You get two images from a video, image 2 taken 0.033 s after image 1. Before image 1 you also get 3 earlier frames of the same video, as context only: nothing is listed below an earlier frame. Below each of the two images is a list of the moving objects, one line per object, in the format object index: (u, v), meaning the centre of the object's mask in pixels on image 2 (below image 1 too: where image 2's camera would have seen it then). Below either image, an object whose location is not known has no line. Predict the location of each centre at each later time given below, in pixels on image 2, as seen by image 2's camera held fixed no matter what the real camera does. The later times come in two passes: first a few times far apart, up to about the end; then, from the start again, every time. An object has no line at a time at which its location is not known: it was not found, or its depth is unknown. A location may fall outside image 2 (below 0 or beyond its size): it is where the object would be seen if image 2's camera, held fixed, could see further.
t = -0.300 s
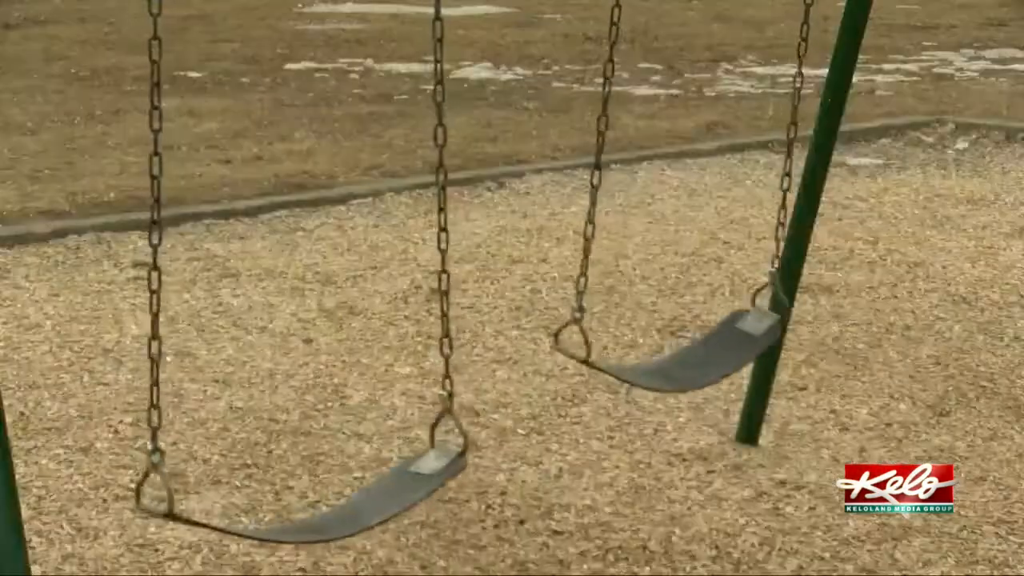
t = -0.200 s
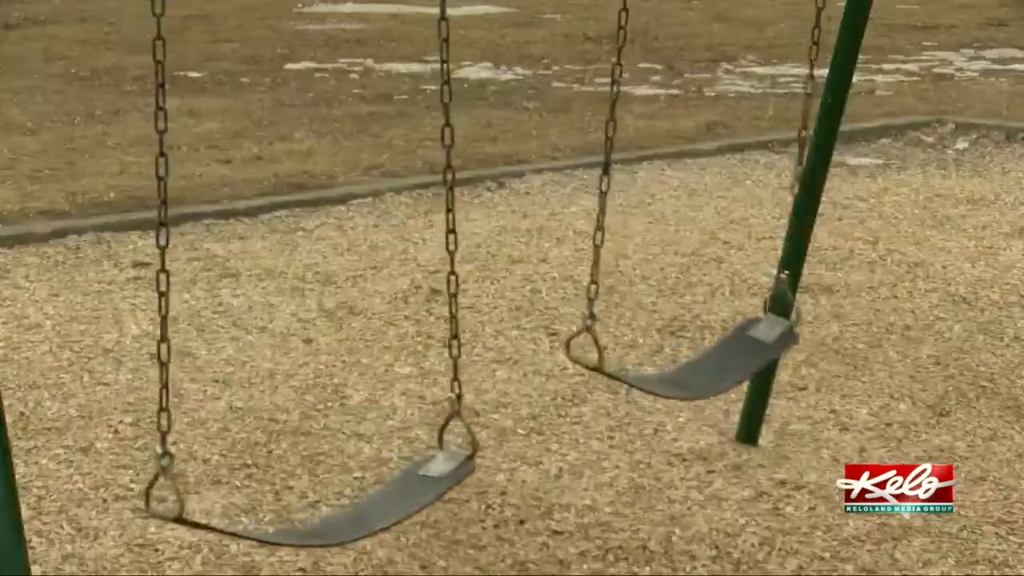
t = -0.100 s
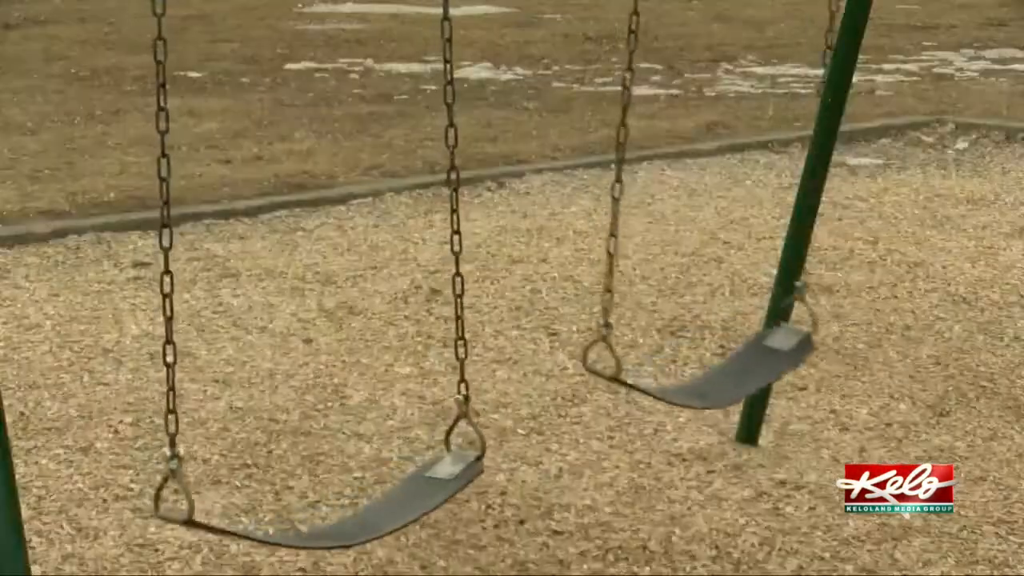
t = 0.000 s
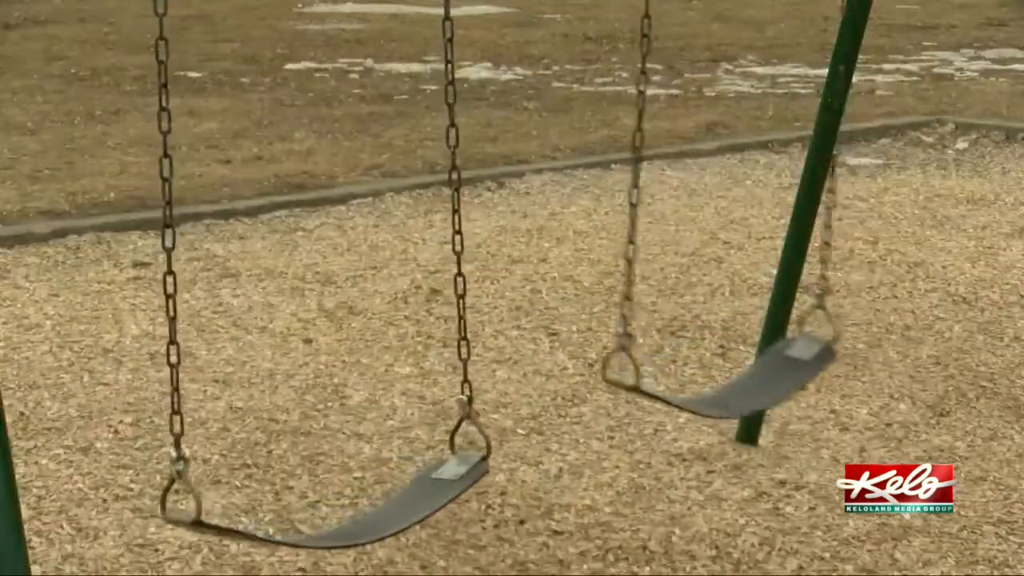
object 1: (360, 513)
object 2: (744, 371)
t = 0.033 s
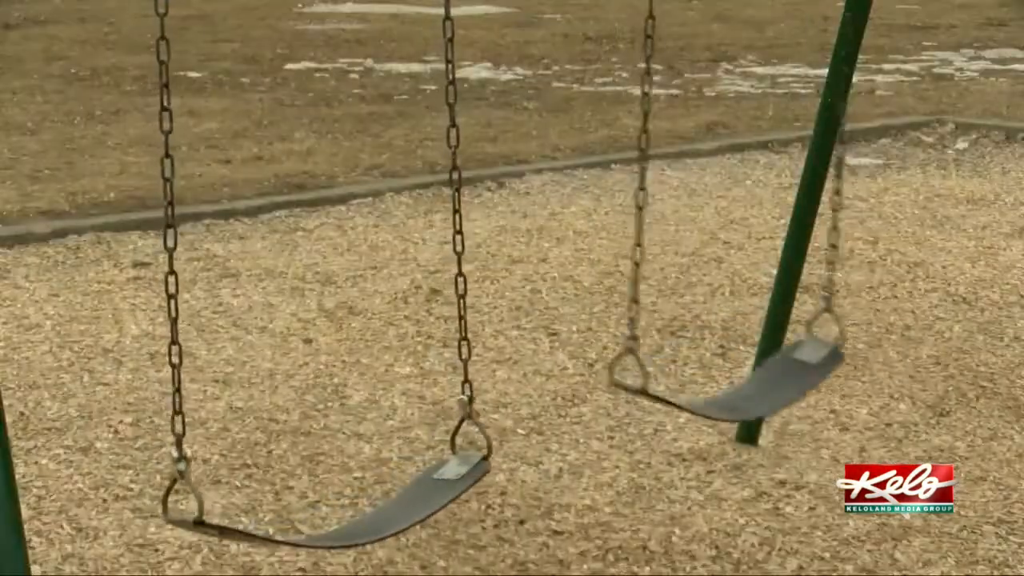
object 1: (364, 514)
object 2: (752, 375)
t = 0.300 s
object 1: (370, 507)
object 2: (817, 405)
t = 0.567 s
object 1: (355, 493)
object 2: (874, 402)
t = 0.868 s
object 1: (322, 474)
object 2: (874, 410)
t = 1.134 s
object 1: (292, 455)
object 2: (840, 407)
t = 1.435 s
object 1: (280, 453)
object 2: (770, 376)
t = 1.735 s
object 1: (290, 470)
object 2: (708, 354)
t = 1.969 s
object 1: (308, 488)
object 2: (691, 342)
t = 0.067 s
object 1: (368, 513)
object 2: (758, 378)
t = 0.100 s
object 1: (368, 513)
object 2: (769, 380)
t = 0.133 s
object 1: (368, 513)
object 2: (776, 384)
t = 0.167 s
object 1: (370, 511)
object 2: (786, 386)
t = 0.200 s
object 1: (370, 511)
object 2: (794, 392)
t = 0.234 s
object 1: (370, 510)
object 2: (800, 397)
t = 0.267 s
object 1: (371, 507)
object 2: (814, 395)
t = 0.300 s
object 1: (370, 507)
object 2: (817, 405)
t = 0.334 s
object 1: (372, 504)
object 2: (824, 406)
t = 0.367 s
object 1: (368, 506)
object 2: (832, 406)
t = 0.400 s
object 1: (366, 503)
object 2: (836, 410)
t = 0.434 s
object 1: (366, 501)
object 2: (842, 409)
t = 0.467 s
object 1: (362, 502)
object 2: (858, 399)
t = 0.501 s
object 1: (362, 500)
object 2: (865, 402)
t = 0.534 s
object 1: (353, 498)
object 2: (871, 400)
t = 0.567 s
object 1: (355, 493)
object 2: (874, 402)
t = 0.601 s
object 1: (350, 491)
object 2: (874, 405)
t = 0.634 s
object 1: (345, 489)
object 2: (877, 406)
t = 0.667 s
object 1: (340, 487)
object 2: (882, 402)
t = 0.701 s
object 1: (339, 485)
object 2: (874, 410)
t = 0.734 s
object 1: (334, 482)
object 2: (882, 403)
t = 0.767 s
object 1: (333, 478)
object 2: (882, 403)
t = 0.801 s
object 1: (331, 478)
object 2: (882, 403)
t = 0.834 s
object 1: (325, 477)
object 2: (883, 403)
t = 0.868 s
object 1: (322, 474)
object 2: (874, 410)
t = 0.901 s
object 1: (319, 470)
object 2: (873, 410)
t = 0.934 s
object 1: (314, 469)
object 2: (869, 412)
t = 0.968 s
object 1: (309, 465)
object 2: (876, 403)
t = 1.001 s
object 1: (306, 462)
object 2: (873, 402)
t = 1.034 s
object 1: (303, 459)
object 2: (867, 403)
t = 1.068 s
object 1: (297, 459)
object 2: (849, 412)
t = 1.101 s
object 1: (294, 456)
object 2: (850, 406)
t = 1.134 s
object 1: (292, 455)
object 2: (840, 407)
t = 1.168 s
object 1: (290, 454)
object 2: (836, 402)
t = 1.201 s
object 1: (288, 452)
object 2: (829, 399)
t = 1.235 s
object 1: (287, 452)
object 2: (817, 398)
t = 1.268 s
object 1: (286, 450)
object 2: (810, 395)
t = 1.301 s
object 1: (286, 450)
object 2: (800, 390)
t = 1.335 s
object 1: (285, 451)
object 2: (796, 386)
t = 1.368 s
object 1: (282, 452)
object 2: (787, 383)
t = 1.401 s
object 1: (282, 452)
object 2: (777, 378)
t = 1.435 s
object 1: (280, 453)
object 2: (770, 376)
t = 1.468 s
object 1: (279, 454)
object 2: (761, 373)
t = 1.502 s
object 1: (278, 455)
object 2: (757, 370)
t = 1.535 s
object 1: (278, 457)
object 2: (748, 367)
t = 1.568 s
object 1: (278, 460)
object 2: (743, 364)
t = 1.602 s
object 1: (280, 462)
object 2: (738, 361)
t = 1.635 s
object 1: (285, 464)
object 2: (725, 363)
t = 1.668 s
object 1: (285, 467)
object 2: (721, 358)
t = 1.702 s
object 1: (288, 468)
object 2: (714, 356)
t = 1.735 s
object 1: (290, 470)
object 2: (708, 354)
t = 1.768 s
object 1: (293, 471)
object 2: (702, 352)
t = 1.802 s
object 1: (294, 474)
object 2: (699, 350)
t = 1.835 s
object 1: (297, 477)
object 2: (694, 349)
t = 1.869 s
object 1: (300, 480)
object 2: (692, 347)
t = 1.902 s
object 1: (304, 482)
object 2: (694, 344)
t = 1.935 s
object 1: (306, 483)
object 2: (692, 343)
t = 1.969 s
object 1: (308, 488)
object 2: (691, 342)
